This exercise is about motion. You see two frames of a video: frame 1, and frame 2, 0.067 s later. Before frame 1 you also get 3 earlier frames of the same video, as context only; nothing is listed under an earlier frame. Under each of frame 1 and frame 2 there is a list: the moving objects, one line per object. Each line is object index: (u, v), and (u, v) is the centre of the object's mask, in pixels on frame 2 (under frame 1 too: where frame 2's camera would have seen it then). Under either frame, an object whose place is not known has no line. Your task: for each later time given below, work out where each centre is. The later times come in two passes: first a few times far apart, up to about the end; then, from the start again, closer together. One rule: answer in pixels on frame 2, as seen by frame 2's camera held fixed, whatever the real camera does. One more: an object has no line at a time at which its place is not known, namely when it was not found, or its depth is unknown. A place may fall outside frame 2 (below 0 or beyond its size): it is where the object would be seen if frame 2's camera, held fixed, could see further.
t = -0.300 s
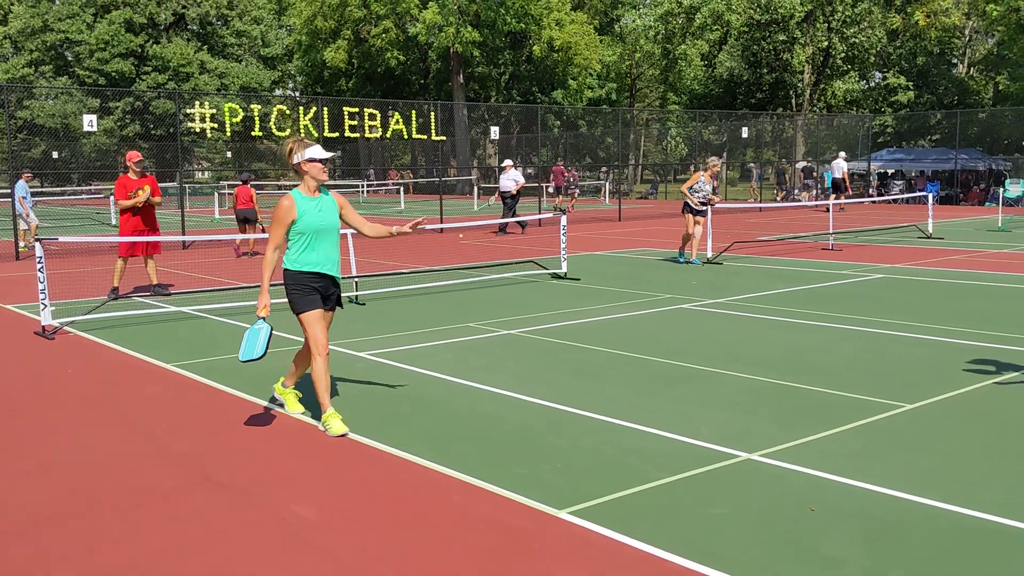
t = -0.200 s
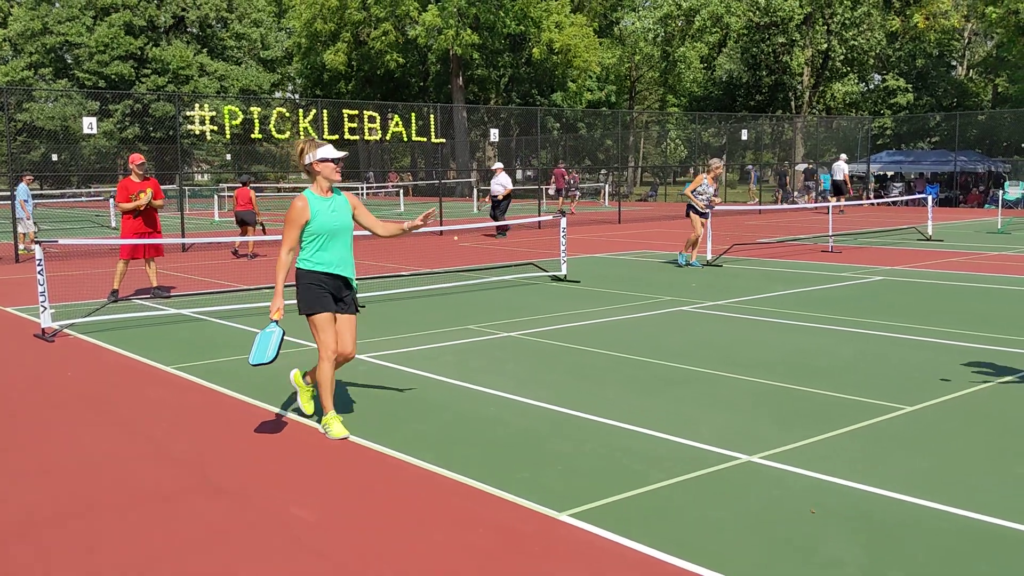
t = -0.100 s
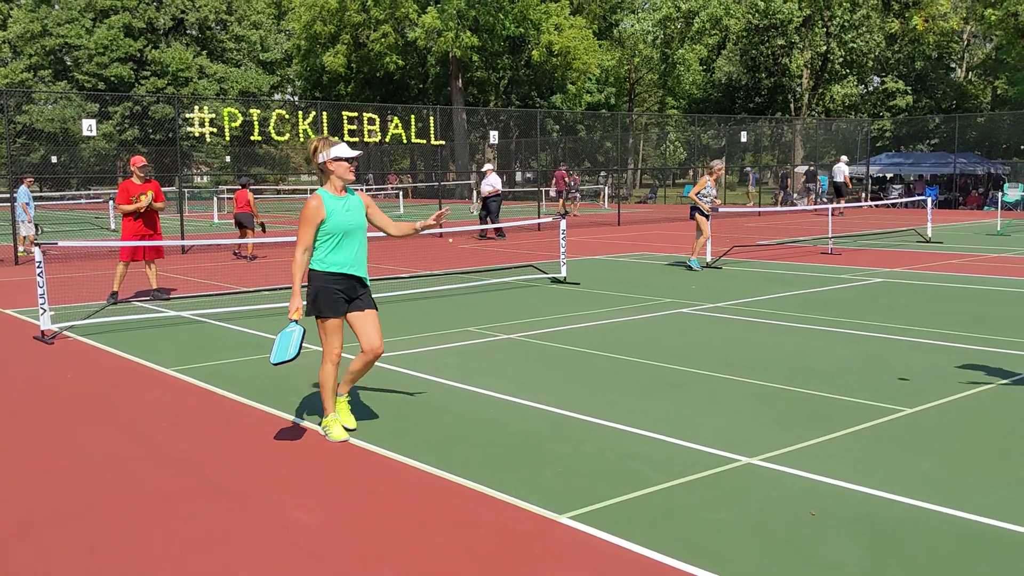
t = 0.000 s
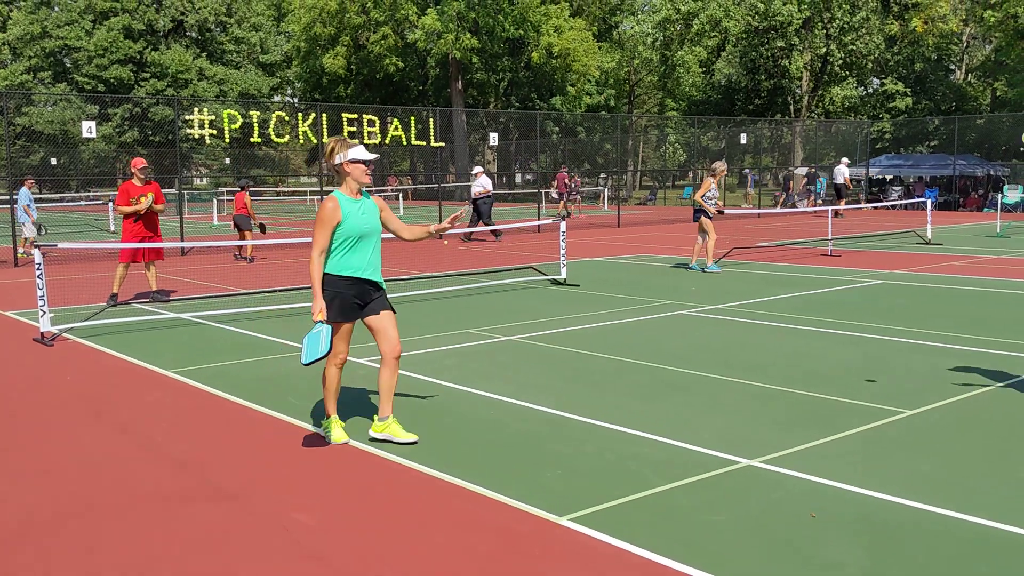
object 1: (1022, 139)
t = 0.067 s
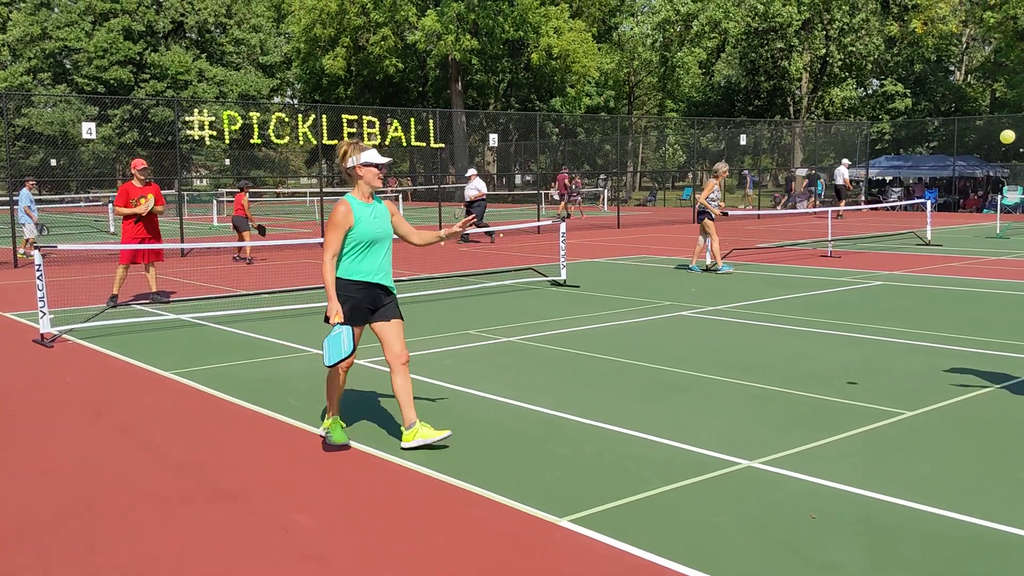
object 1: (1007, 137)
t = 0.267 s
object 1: (939, 180)
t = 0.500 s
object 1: (857, 323)
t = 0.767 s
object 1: (792, 370)
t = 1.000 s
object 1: (756, 318)
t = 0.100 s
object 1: (996, 139)
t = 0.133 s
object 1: (985, 143)
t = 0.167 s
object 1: (974, 149)
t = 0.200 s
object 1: (962, 157)
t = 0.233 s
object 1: (951, 168)
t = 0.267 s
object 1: (939, 180)
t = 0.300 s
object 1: (927, 194)
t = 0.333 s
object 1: (916, 211)
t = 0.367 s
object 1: (904, 229)
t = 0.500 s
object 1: (857, 323)
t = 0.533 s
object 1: (845, 350)
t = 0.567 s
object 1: (834, 380)
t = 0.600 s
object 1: (822, 411)
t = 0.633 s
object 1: (811, 442)
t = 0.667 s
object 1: (807, 421)
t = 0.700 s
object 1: (802, 402)
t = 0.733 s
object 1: (797, 385)
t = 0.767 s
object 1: (792, 370)
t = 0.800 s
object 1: (787, 357)
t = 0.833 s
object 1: (782, 345)
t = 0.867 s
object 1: (777, 336)
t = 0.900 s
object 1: (772, 328)
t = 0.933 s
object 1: (766, 323)
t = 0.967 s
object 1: (761, 319)
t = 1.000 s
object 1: (756, 318)
